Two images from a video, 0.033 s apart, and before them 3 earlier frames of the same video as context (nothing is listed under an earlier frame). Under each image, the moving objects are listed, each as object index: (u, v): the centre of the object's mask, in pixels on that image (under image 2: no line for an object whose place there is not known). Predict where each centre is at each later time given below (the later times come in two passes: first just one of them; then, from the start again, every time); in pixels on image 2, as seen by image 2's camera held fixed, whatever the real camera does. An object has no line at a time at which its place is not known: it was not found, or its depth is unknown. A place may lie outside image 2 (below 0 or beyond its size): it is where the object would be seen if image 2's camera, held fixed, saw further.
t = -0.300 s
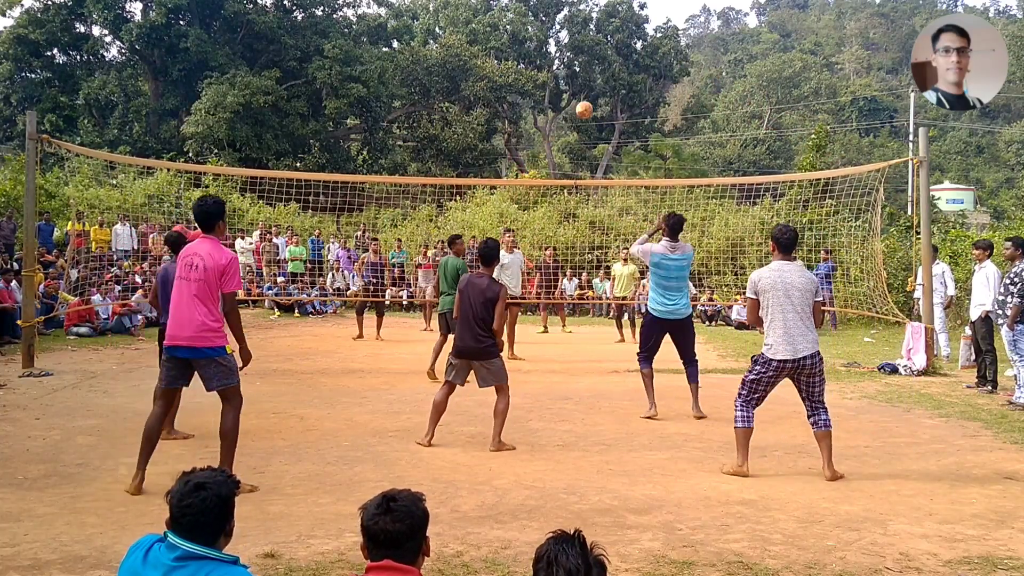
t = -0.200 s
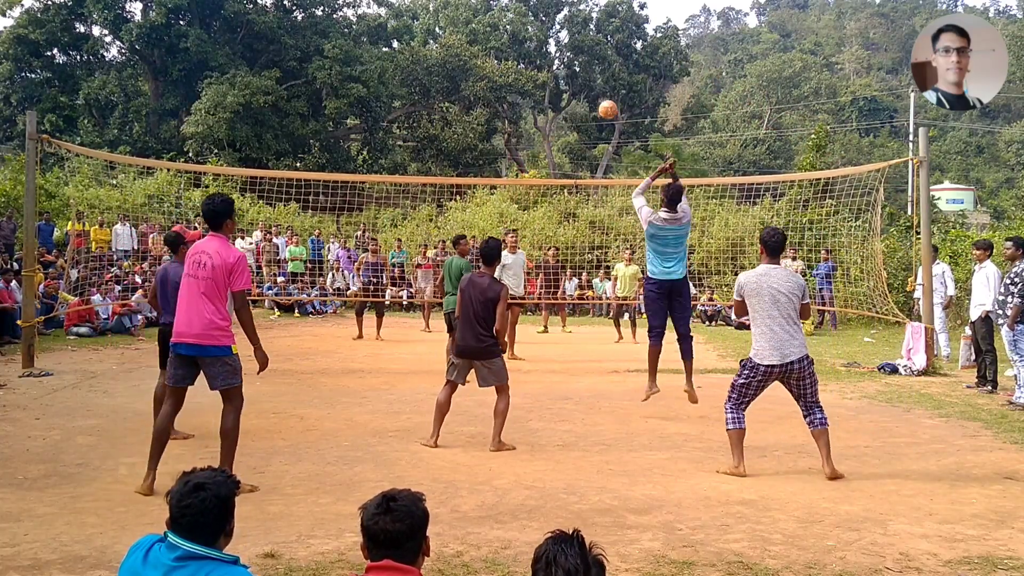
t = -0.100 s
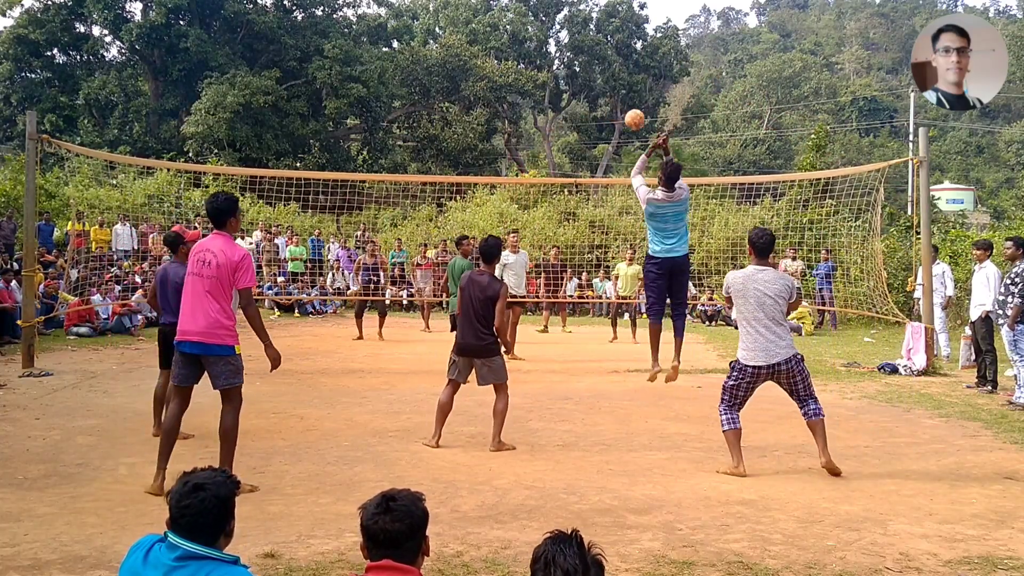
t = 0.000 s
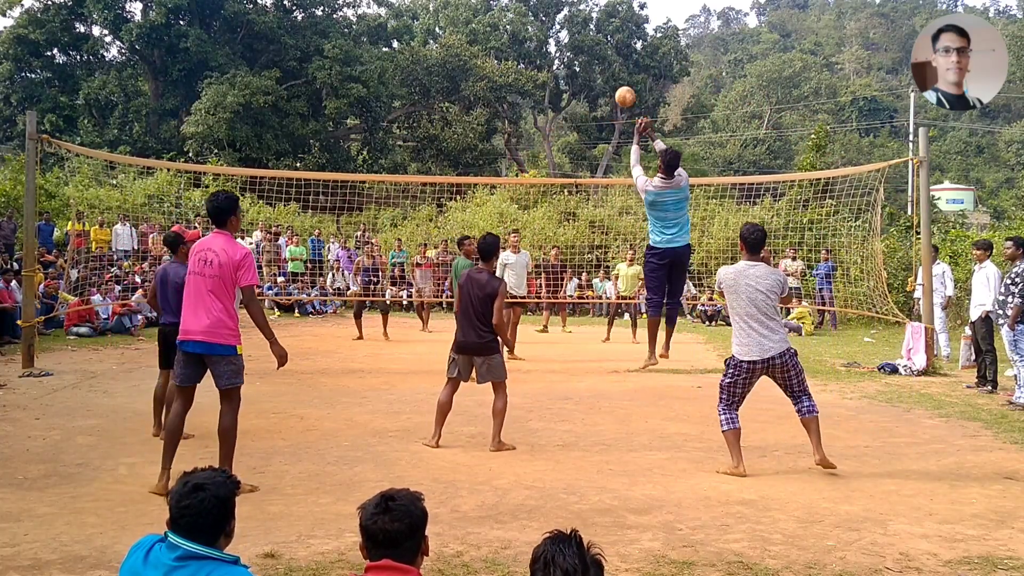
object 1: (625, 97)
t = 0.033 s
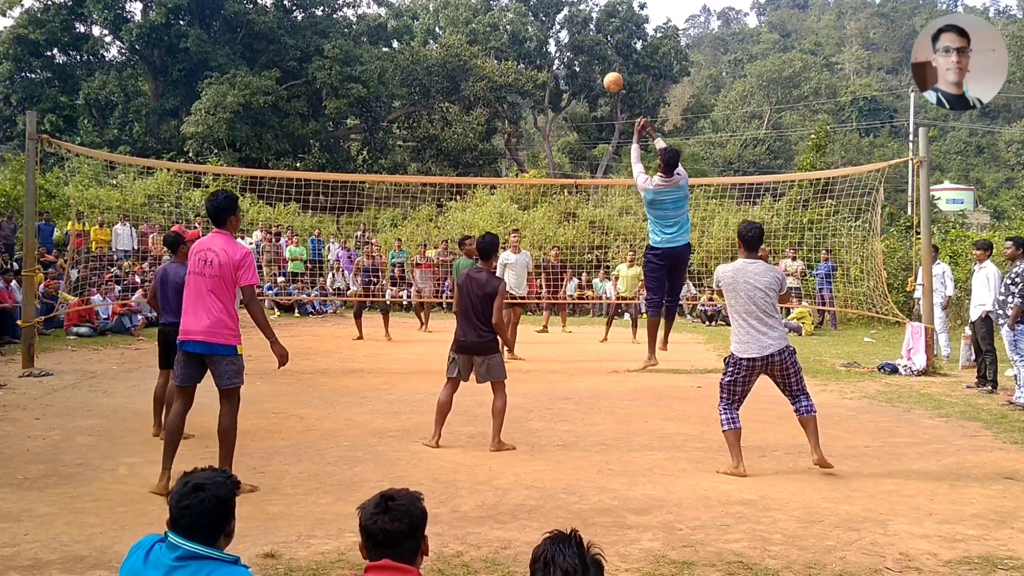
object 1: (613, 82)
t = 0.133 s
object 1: (580, 50)
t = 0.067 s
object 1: (602, 70)
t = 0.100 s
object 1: (591, 59)
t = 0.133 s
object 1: (580, 50)
